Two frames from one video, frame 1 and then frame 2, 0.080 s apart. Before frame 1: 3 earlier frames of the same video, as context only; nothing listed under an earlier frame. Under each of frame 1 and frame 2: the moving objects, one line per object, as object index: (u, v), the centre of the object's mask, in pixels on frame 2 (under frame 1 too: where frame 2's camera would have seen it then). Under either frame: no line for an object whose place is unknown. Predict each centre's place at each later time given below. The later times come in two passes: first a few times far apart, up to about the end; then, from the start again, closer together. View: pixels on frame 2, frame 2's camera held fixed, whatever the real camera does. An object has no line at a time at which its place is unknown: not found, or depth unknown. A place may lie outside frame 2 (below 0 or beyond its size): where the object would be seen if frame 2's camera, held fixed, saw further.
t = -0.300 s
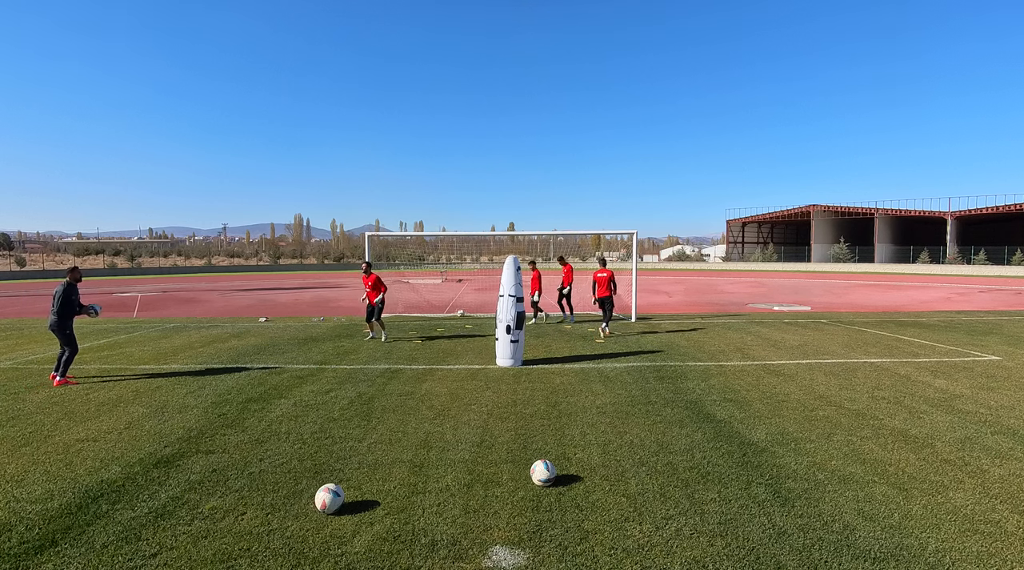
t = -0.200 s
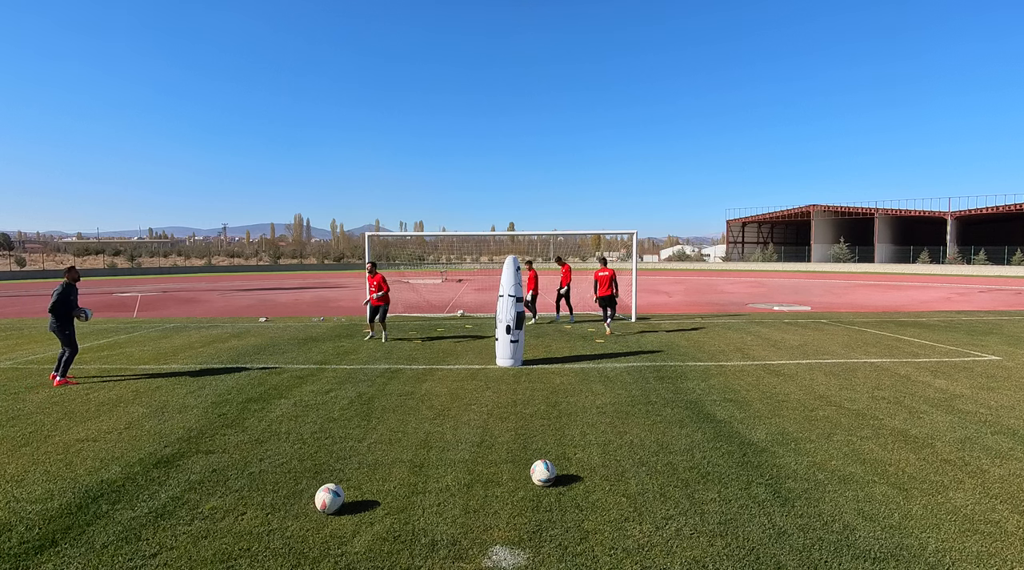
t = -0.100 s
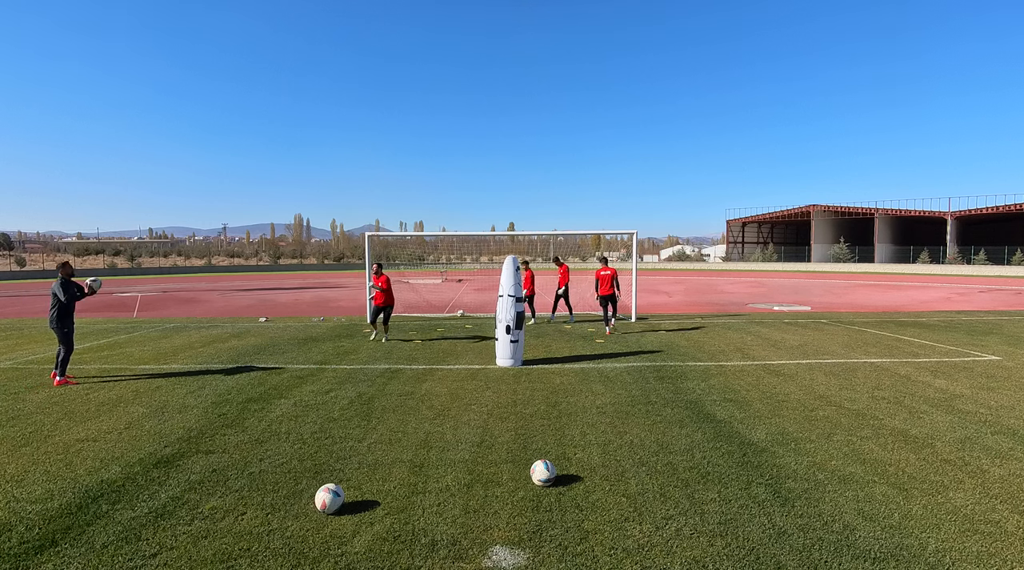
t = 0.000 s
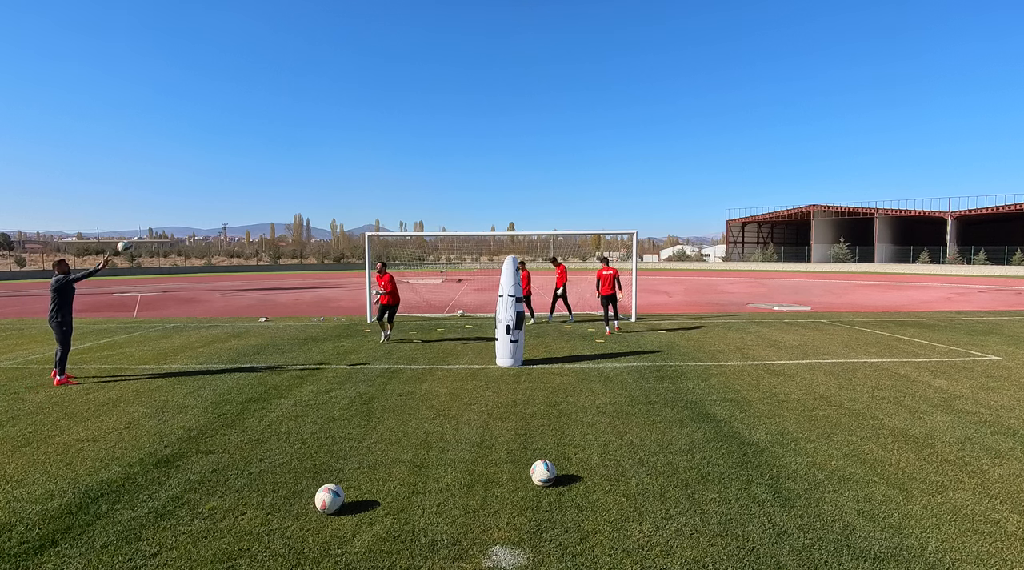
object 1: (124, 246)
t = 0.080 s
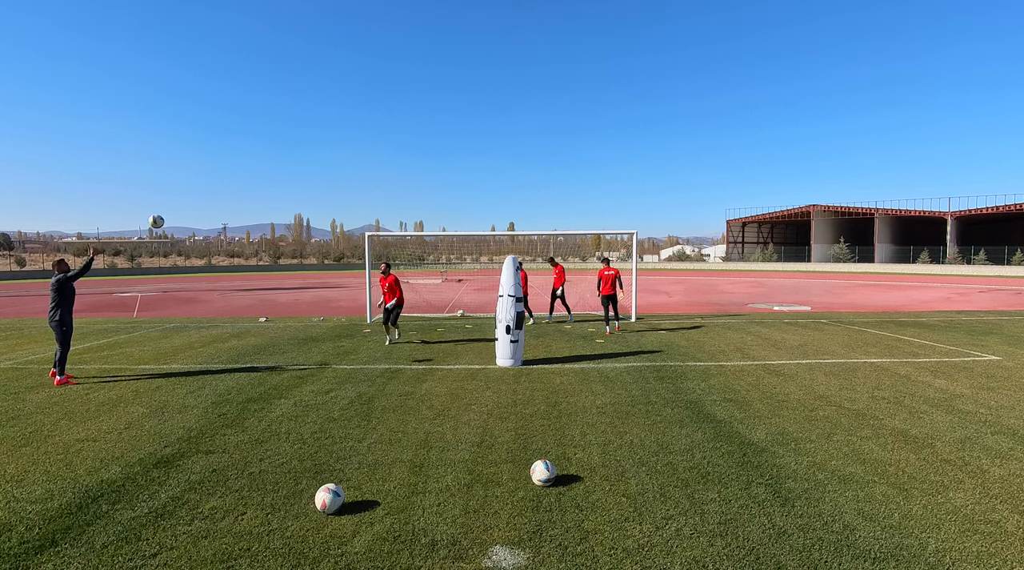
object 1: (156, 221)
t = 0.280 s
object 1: (232, 175)
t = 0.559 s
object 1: (334, 154)
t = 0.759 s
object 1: (404, 169)
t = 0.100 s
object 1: (163, 215)
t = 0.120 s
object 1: (171, 210)
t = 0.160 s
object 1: (187, 199)
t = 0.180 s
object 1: (194, 195)
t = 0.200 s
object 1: (202, 190)
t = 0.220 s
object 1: (209, 186)
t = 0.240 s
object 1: (217, 182)
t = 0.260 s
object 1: (225, 179)
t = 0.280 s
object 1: (232, 175)
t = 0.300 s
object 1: (240, 172)
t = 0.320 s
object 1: (247, 169)
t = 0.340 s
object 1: (255, 166)
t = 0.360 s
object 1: (262, 164)
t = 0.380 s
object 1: (269, 162)
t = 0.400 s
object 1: (277, 160)
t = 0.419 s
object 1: (284, 159)
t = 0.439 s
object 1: (291, 157)
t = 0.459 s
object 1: (299, 156)
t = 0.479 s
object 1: (306, 155)
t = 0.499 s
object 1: (313, 155)
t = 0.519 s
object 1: (320, 154)
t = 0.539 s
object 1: (327, 154)
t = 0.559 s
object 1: (334, 154)
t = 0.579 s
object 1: (342, 155)
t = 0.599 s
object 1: (349, 155)
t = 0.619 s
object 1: (356, 156)
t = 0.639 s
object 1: (363, 157)
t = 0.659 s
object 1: (370, 159)
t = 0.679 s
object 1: (377, 161)
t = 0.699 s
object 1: (383, 162)
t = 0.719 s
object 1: (390, 164)
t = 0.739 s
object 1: (397, 166)
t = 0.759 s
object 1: (404, 169)
